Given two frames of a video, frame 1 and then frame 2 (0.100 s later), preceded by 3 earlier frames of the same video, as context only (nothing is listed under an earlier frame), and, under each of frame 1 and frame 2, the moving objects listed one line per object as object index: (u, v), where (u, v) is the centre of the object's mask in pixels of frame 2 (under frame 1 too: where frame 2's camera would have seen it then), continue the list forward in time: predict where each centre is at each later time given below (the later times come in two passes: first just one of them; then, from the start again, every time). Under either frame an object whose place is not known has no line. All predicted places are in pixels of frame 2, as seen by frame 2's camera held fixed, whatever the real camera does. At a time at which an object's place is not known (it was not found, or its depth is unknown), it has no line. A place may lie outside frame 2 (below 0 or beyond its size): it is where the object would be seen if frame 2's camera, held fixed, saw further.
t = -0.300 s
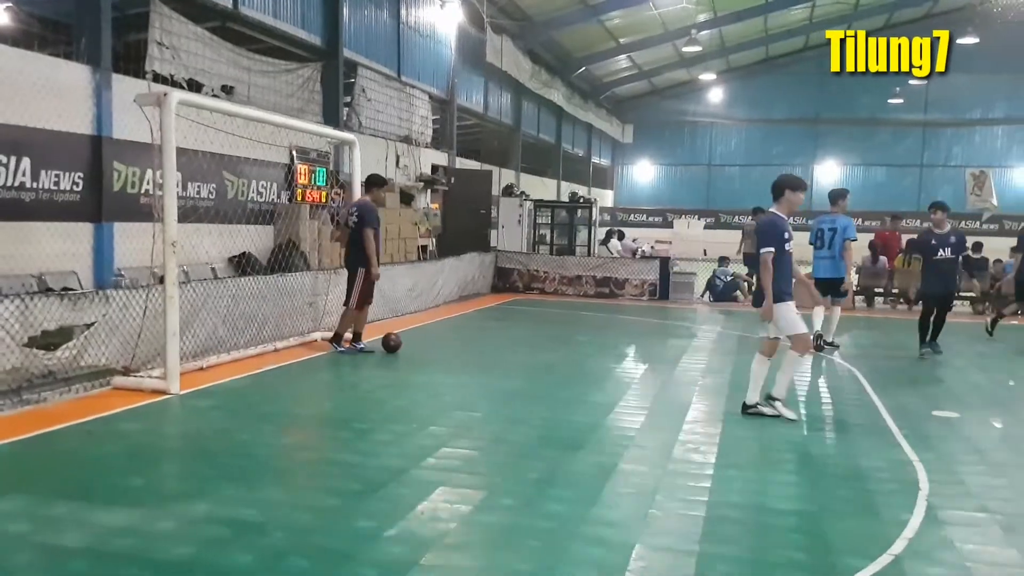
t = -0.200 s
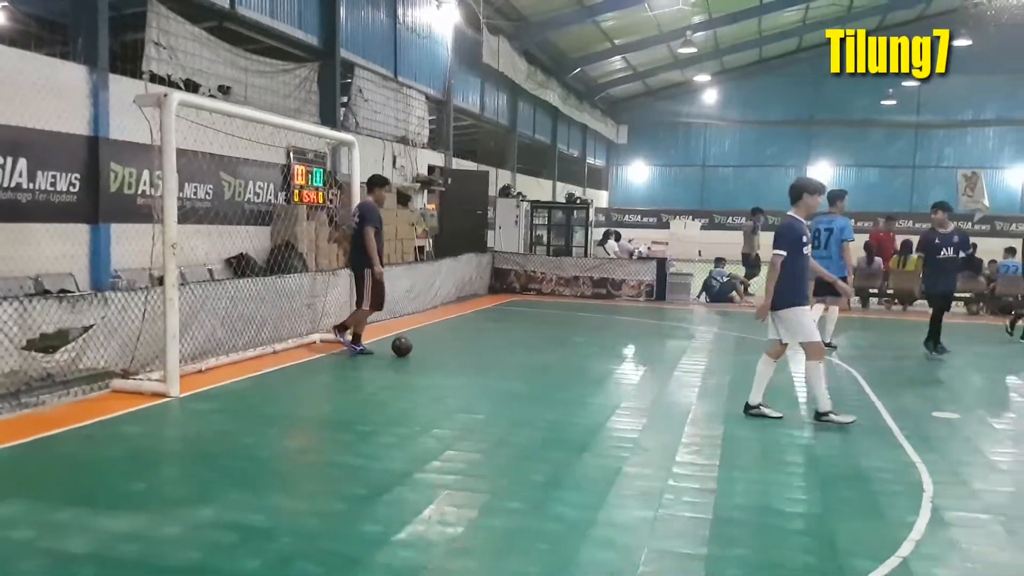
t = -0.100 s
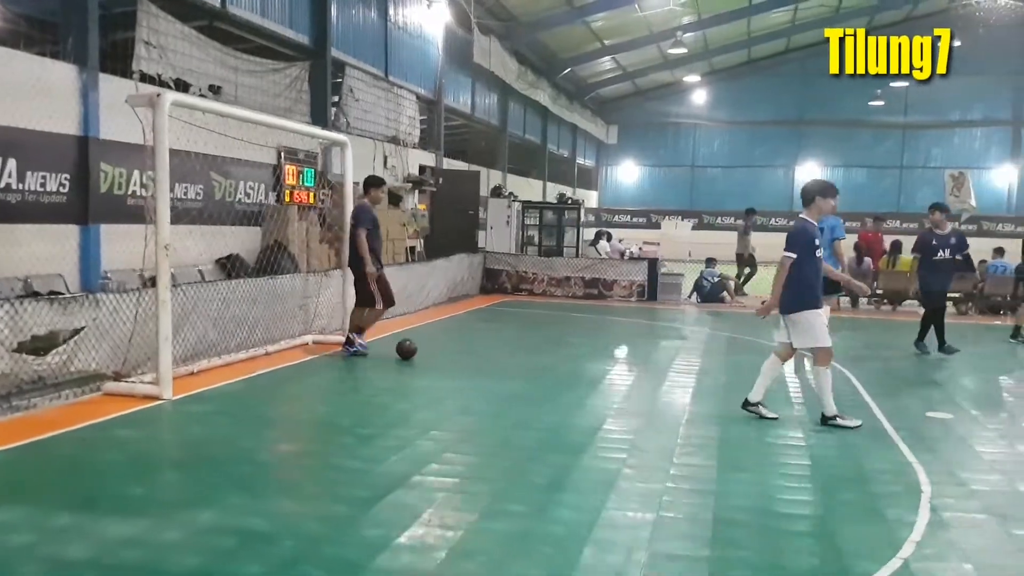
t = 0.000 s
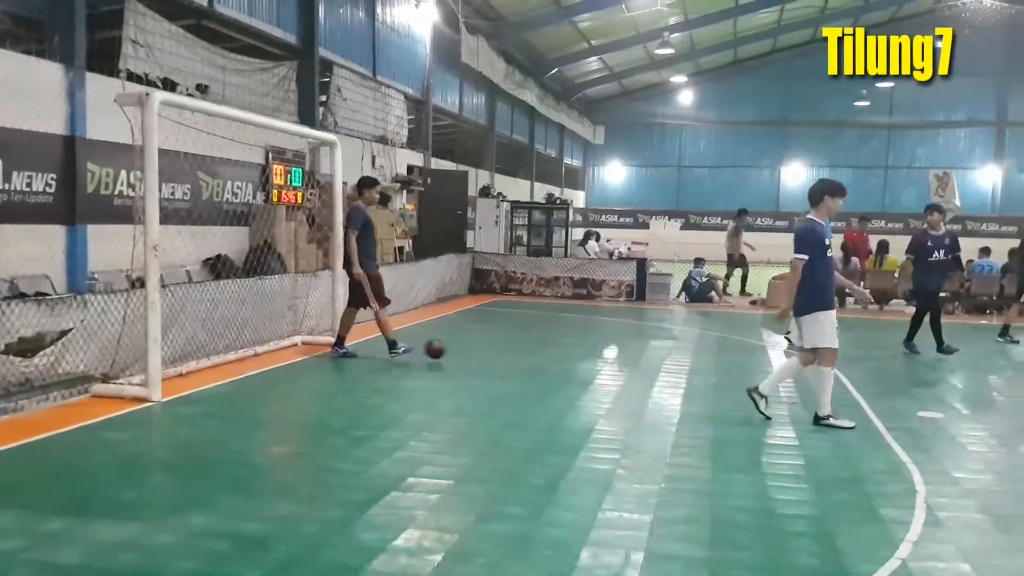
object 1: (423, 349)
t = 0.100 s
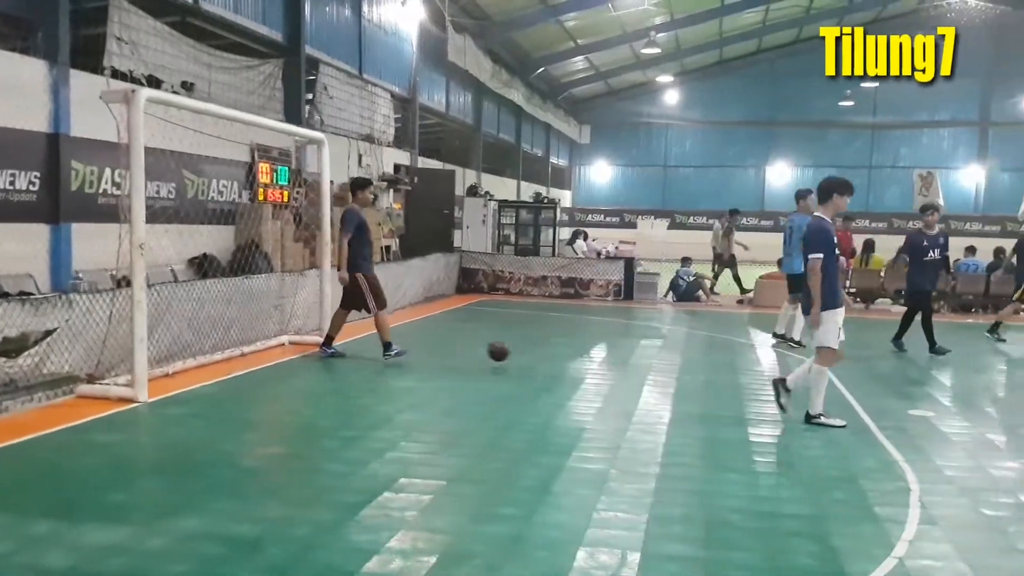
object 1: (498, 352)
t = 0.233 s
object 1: (592, 361)
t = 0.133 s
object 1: (523, 355)
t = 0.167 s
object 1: (548, 360)
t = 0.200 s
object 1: (570, 362)
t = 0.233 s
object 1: (592, 361)
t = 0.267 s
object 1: (612, 363)
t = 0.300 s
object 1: (633, 365)
